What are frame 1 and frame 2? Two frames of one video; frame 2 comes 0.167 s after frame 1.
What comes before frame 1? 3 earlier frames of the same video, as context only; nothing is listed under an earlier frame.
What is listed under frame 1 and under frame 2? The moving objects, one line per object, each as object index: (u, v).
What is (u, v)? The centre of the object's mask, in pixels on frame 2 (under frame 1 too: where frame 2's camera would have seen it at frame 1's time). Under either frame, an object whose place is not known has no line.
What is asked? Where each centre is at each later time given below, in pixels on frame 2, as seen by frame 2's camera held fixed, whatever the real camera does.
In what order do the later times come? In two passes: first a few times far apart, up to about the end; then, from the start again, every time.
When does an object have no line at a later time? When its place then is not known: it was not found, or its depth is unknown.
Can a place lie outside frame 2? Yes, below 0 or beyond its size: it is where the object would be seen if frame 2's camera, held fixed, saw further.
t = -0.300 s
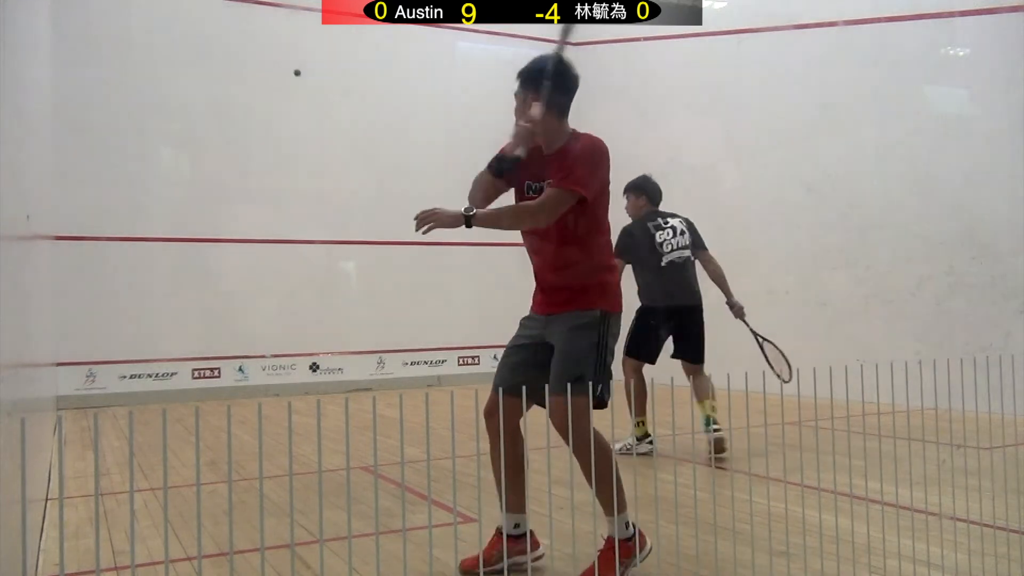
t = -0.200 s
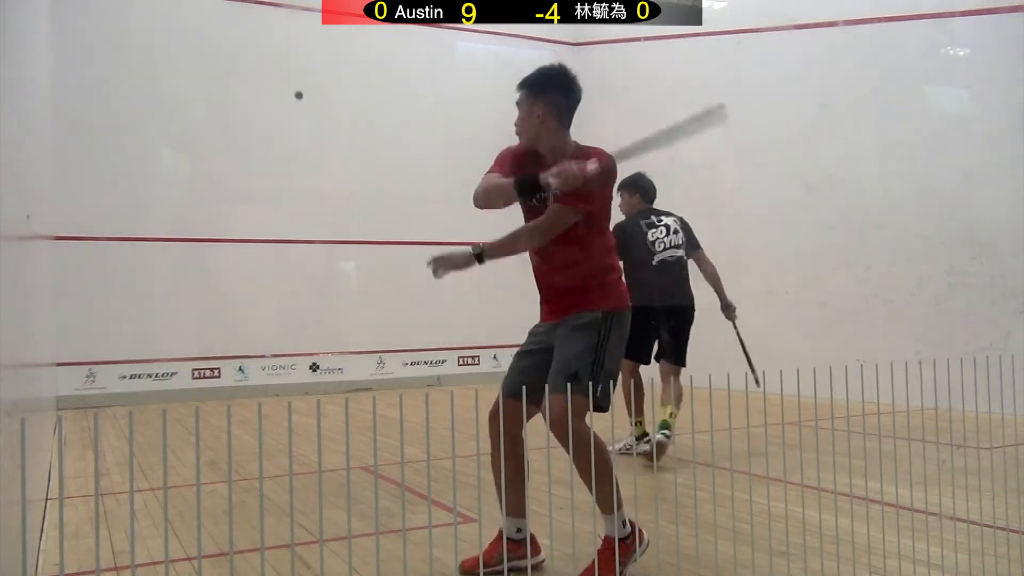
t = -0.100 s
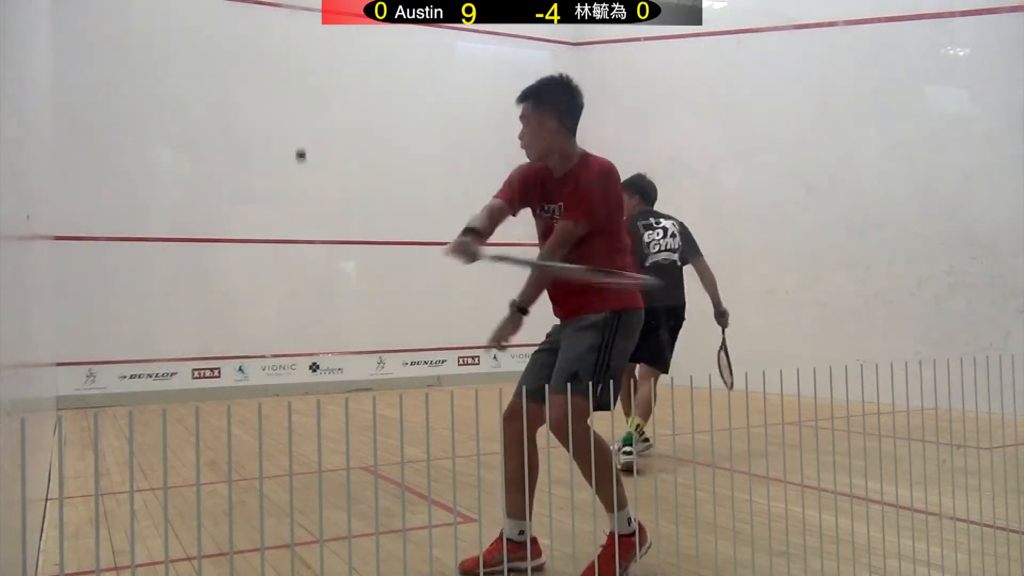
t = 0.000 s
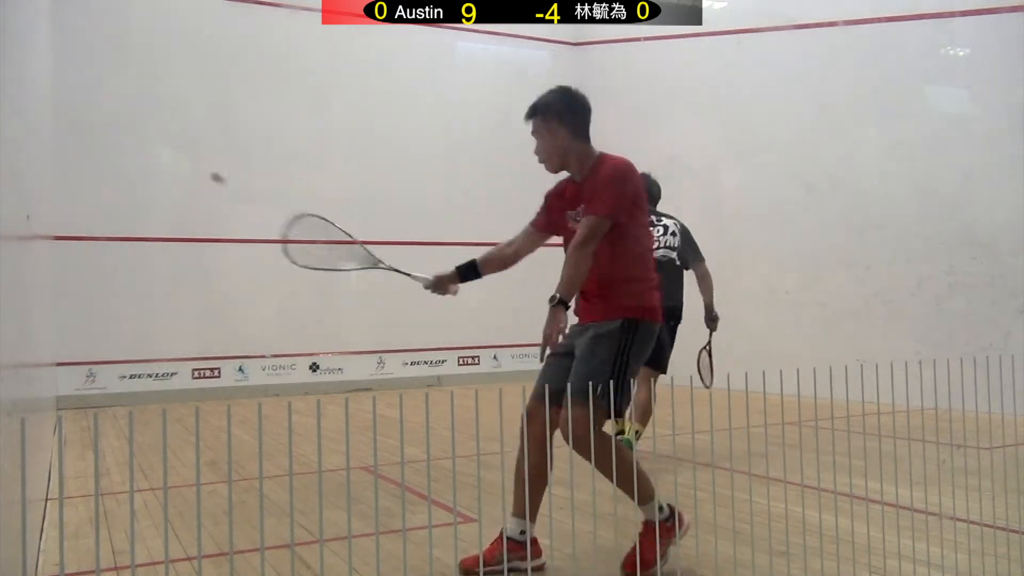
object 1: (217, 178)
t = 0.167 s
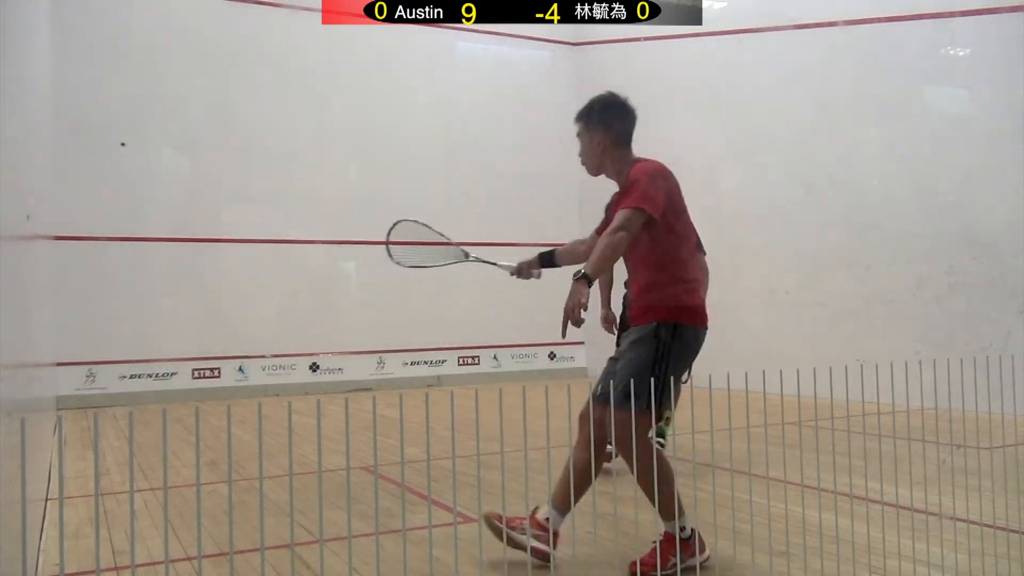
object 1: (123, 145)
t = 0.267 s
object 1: (119, 115)
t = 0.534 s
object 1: (121, 39)
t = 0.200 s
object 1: (119, 139)
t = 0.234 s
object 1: (119, 127)
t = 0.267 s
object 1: (119, 115)
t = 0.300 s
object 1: (119, 104)
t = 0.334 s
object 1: (119, 93)
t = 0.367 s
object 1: (119, 83)
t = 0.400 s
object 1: (119, 73)
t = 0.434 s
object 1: (120, 64)
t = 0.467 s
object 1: (120, 55)
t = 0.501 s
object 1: (121, 47)
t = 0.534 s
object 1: (121, 39)
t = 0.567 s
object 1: (121, 32)
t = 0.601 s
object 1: (122, 26)
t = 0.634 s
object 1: (123, 22)
